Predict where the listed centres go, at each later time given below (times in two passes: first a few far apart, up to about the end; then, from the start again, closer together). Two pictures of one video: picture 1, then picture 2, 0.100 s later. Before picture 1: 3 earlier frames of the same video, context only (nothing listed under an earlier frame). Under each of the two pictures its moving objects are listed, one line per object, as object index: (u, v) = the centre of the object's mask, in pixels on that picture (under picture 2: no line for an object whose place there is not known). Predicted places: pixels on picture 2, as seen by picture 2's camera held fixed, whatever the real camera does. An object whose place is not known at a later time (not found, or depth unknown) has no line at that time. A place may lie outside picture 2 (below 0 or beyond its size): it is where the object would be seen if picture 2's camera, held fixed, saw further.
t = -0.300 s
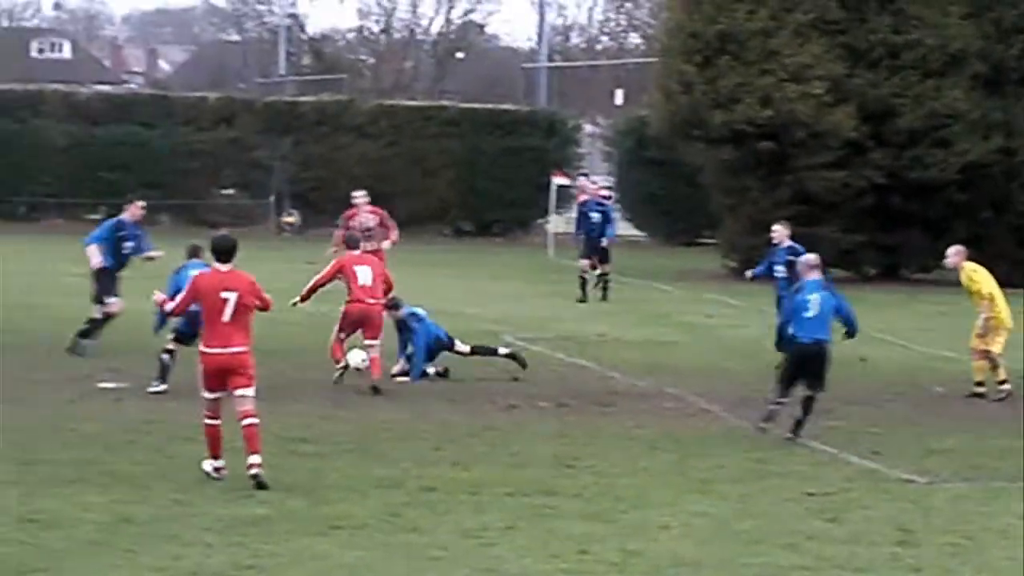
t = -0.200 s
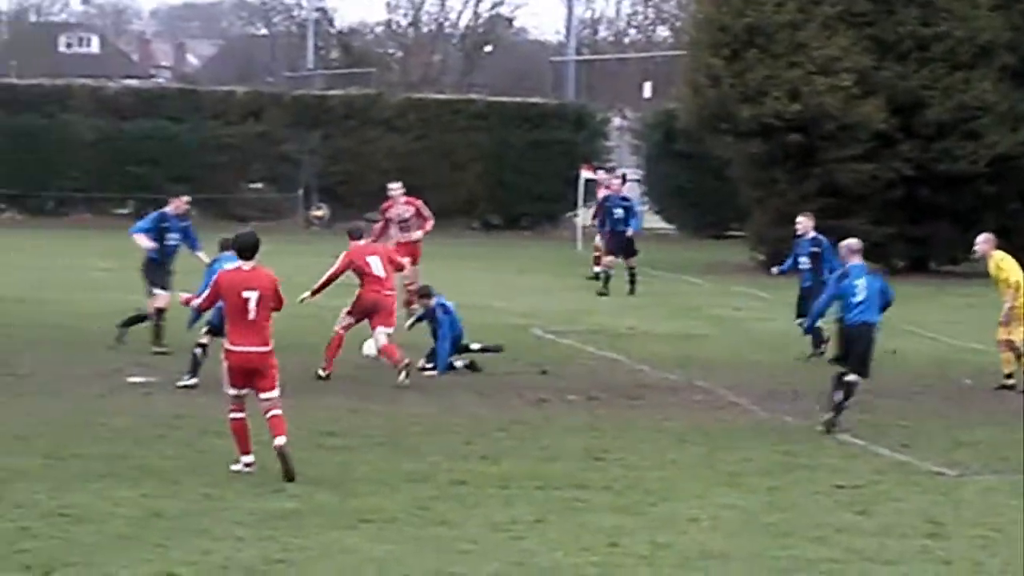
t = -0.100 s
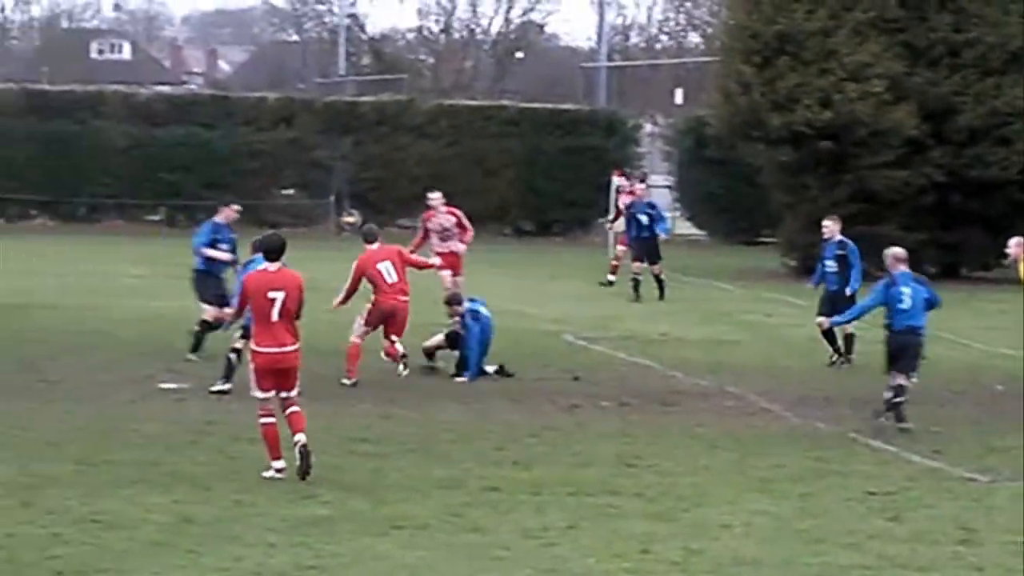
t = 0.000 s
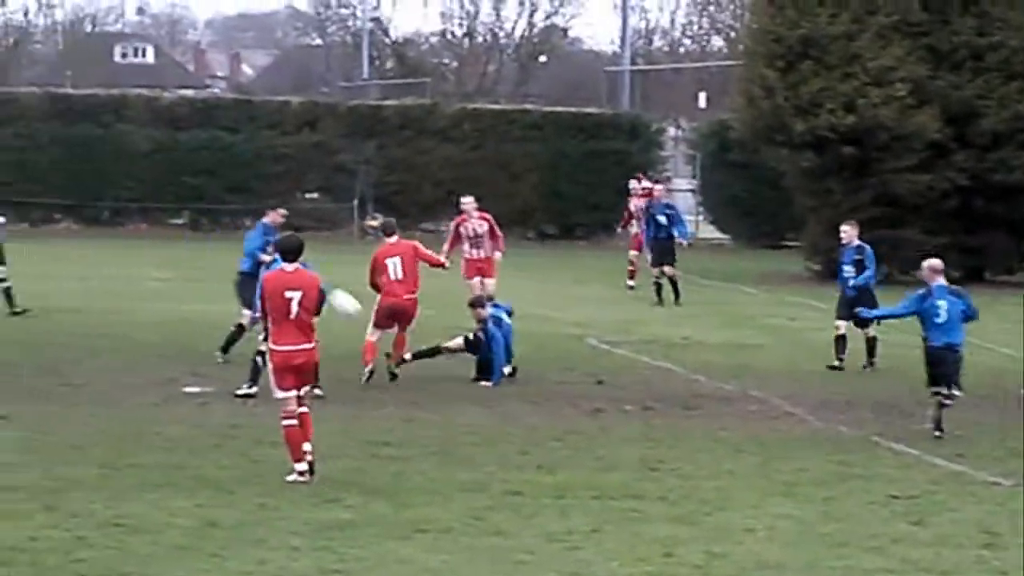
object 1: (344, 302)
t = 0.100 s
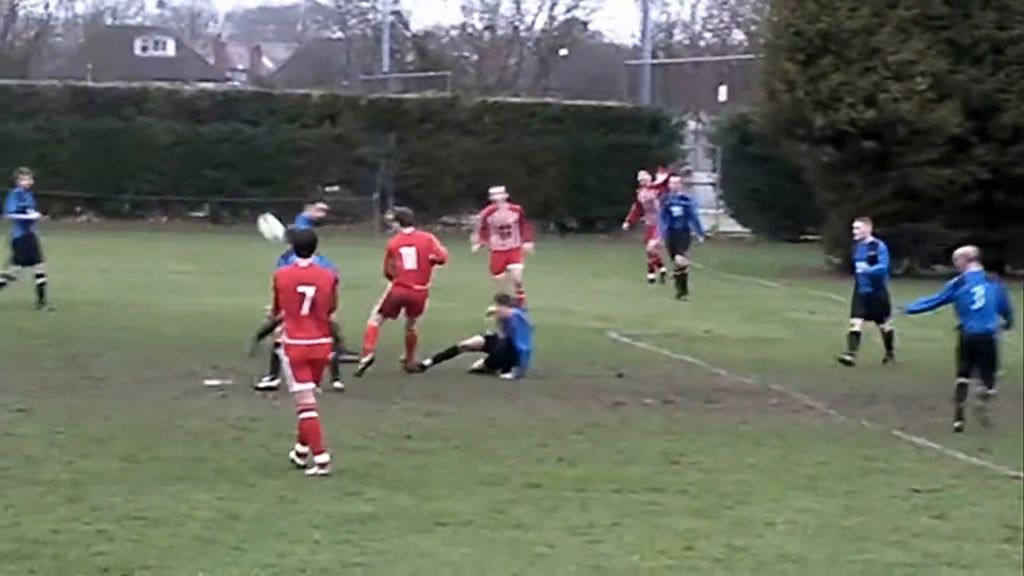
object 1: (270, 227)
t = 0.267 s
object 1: (117, 130)
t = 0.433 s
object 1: (-38, 47)
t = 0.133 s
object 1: (240, 207)
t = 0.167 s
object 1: (209, 187)
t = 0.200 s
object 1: (178, 167)
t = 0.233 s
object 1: (147, 148)
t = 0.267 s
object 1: (117, 130)
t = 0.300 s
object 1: (86, 112)
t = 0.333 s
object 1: (56, 96)
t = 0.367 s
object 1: (25, 79)
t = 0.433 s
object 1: (-38, 47)
